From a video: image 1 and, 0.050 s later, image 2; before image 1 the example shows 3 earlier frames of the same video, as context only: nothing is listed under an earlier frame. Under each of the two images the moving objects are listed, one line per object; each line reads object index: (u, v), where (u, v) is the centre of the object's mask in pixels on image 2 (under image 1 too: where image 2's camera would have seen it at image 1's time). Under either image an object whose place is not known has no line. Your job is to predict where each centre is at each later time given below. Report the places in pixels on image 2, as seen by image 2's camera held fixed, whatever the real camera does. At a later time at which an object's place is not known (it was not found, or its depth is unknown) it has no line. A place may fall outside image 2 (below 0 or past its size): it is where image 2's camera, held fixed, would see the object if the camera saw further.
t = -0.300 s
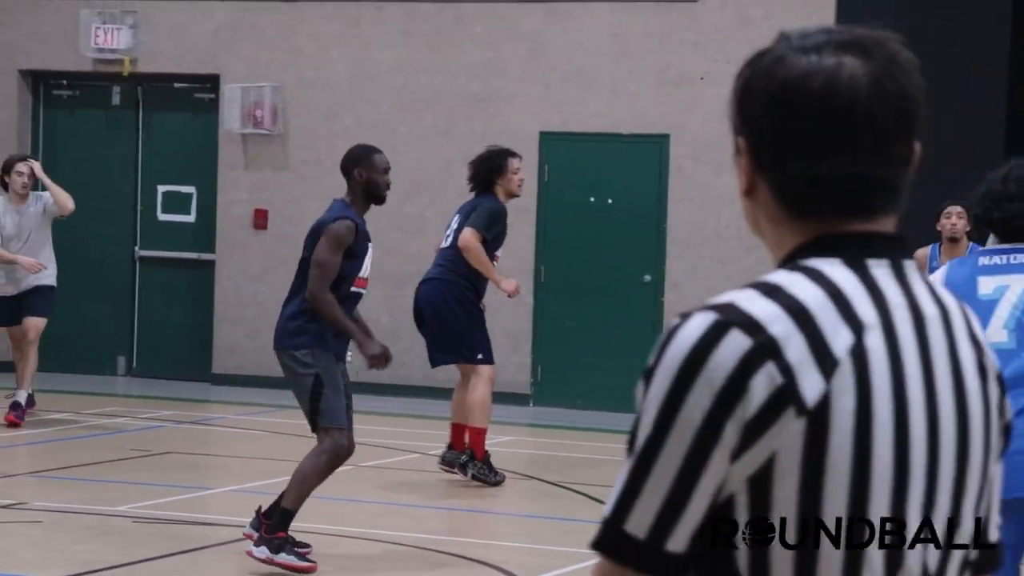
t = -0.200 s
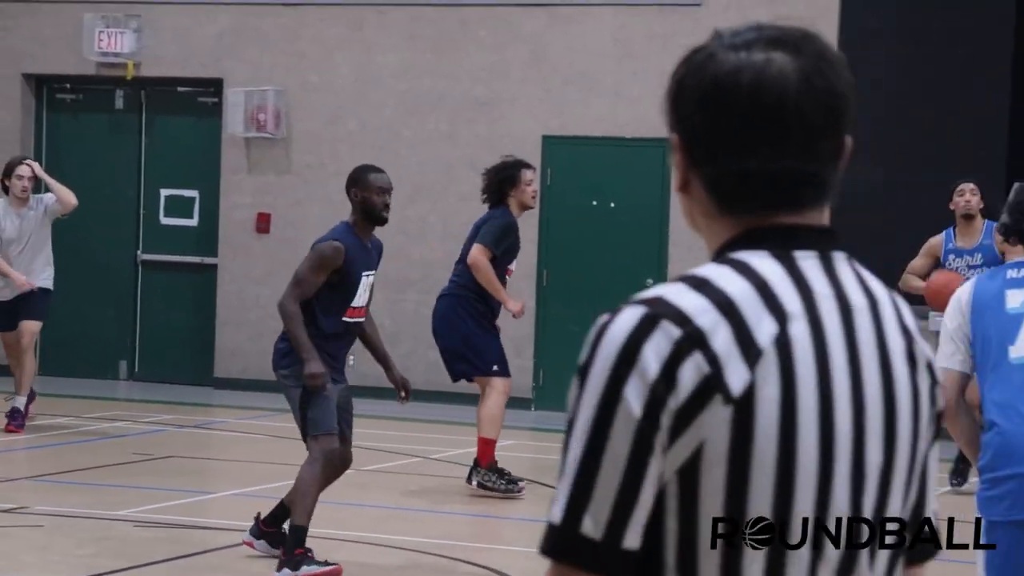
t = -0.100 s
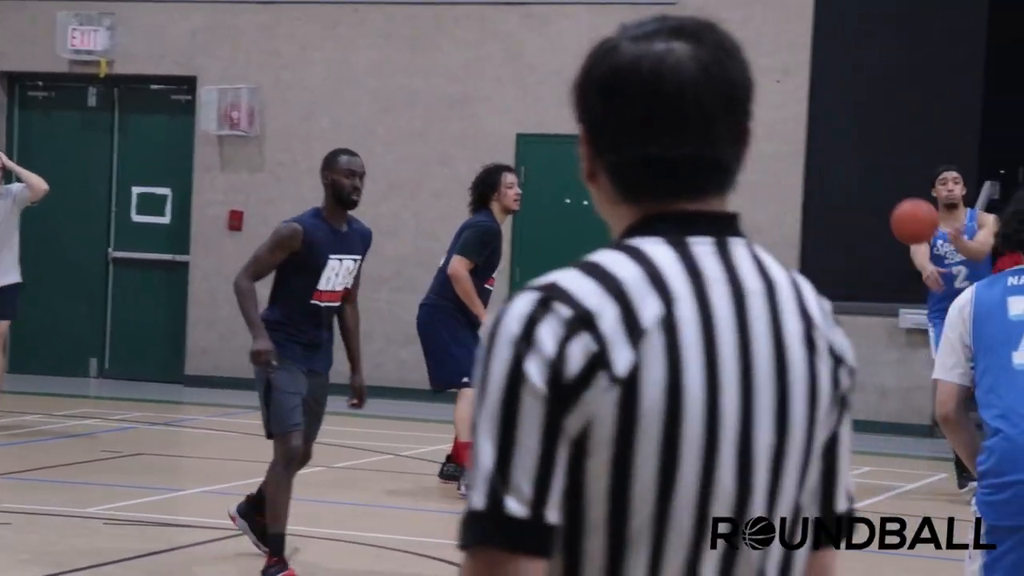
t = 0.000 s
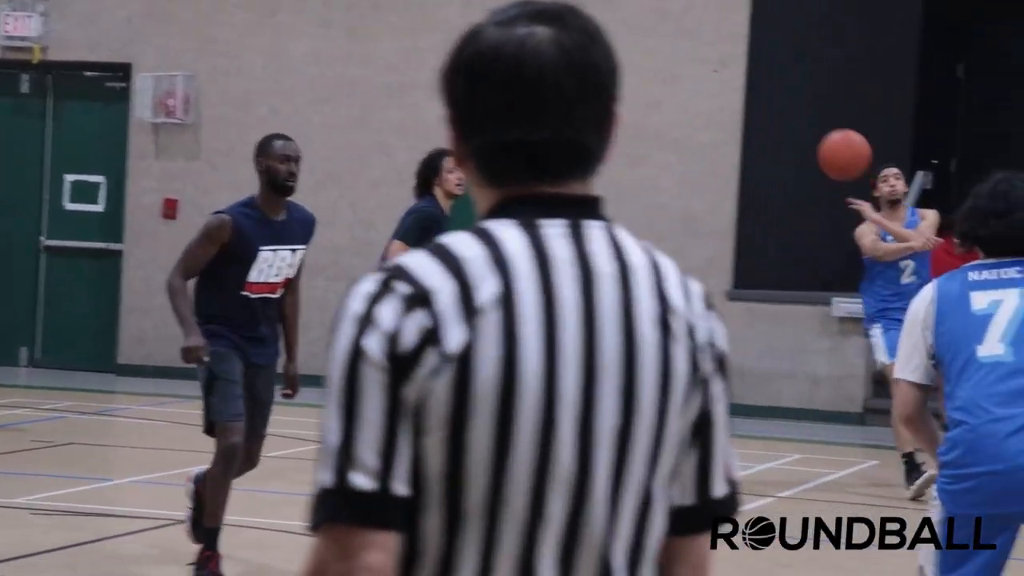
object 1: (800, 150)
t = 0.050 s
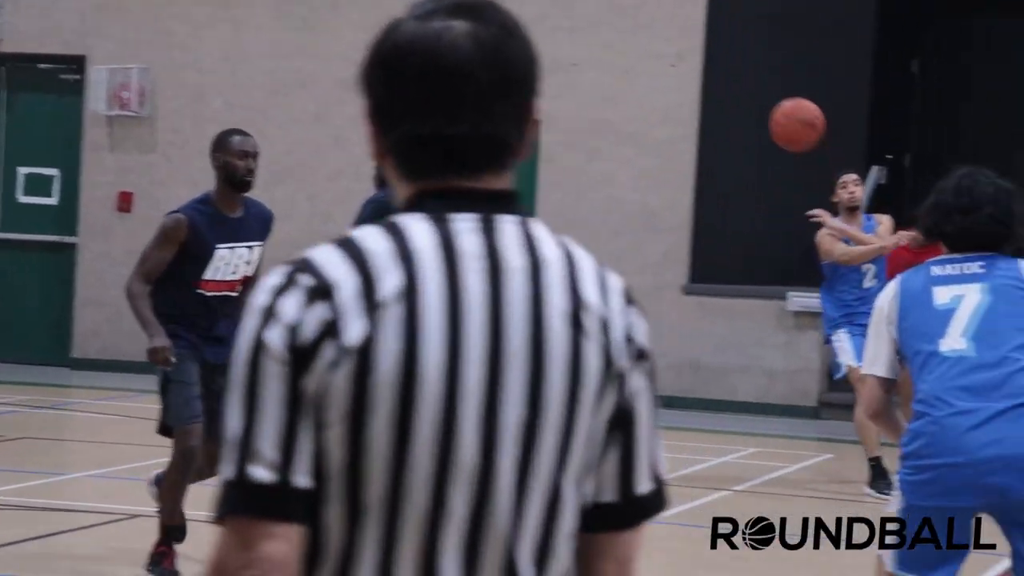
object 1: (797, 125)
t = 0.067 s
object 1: (795, 117)
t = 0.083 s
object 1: (794, 108)
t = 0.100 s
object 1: (793, 101)
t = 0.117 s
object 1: (792, 94)
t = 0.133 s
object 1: (791, 88)
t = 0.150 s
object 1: (790, 81)
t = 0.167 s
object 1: (788, 75)
